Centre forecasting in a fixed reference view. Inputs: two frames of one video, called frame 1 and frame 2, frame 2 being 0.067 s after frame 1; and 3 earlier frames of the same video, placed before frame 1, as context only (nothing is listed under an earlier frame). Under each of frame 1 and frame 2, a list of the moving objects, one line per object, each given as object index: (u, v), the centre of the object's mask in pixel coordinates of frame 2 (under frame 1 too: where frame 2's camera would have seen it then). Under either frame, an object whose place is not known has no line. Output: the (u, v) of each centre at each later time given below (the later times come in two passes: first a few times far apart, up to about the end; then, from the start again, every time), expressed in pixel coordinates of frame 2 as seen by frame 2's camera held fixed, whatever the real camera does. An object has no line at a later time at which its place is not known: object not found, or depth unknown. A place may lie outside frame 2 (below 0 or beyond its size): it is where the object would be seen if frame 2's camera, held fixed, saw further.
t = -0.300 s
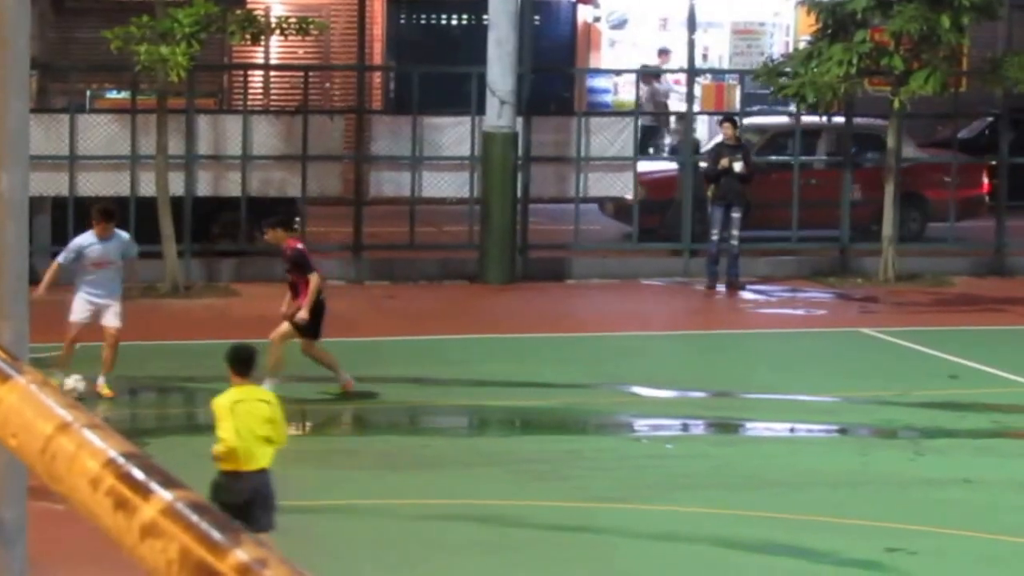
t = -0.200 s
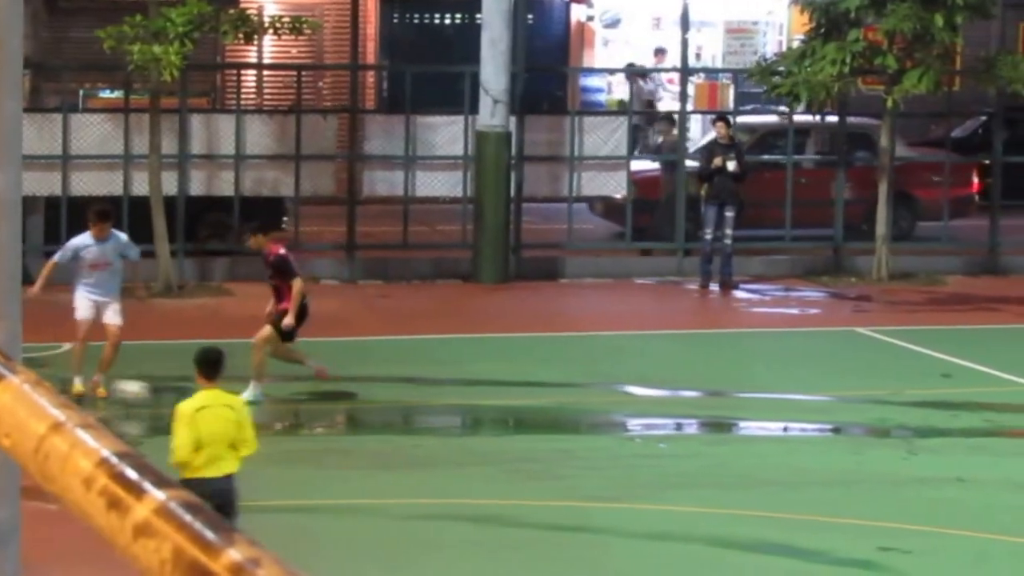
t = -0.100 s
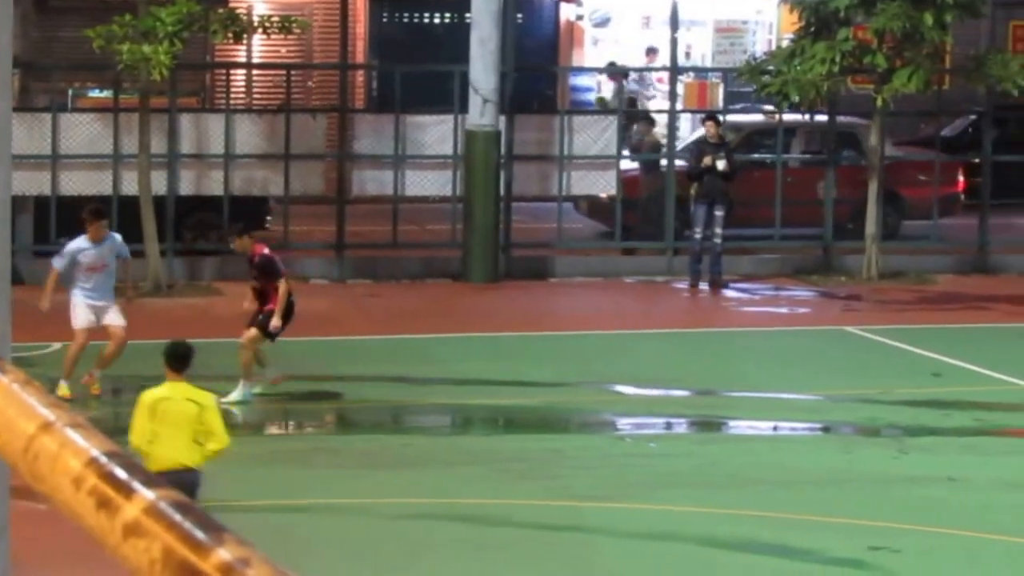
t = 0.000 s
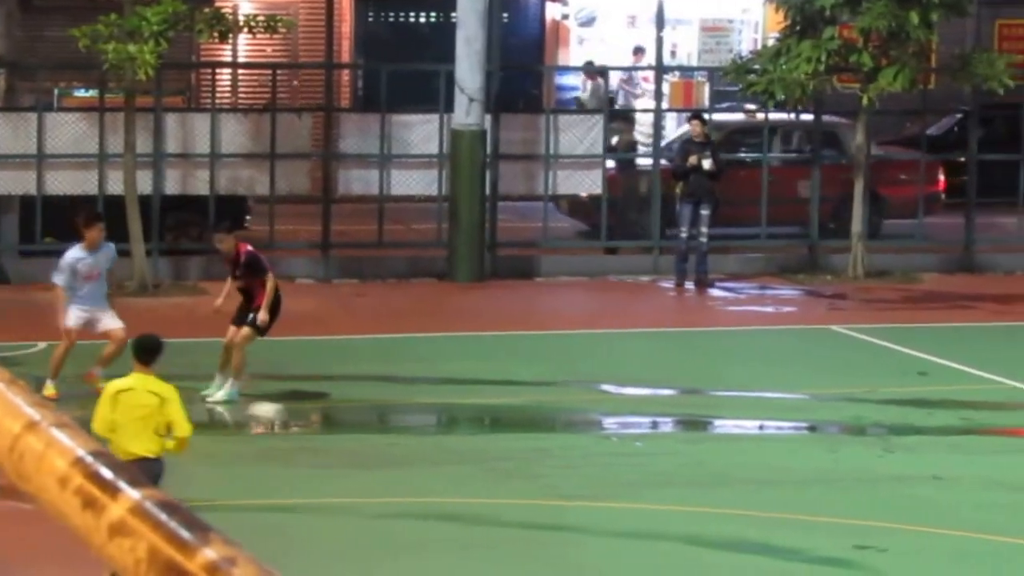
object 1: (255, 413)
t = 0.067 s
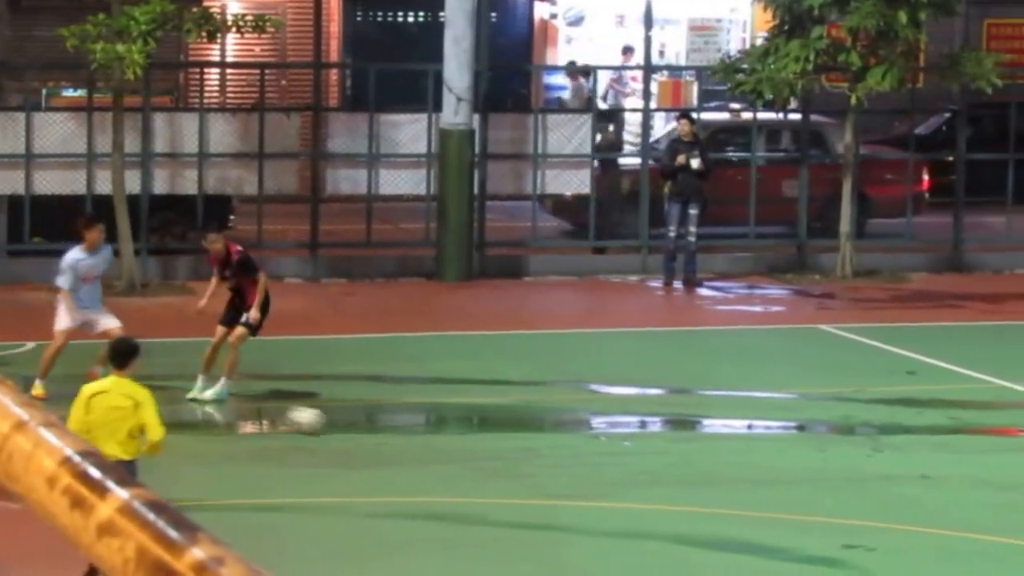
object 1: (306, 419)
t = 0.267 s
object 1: (443, 437)
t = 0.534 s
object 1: (598, 455)
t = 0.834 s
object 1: (756, 471)
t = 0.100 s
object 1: (332, 423)
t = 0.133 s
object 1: (354, 425)
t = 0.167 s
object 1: (378, 428)
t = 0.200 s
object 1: (399, 430)
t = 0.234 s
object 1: (422, 434)
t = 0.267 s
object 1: (443, 437)
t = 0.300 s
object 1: (465, 439)
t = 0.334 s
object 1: (485, 441)
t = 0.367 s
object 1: (507, 445)
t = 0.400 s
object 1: (525, 447)
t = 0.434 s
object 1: (543, 449)
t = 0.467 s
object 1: (562, 451)
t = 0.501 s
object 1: (580, 453)
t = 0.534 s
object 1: (598, 455)
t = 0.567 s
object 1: (617, 457)
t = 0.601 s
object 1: (633, 458)
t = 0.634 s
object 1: (651, 460)
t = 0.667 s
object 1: (668, 462)
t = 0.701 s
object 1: (686, 464)
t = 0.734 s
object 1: (703, 466)
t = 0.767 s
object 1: (720, 468)
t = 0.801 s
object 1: (737, 470)
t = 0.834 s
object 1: (756, 471)
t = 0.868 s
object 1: (774, 473)
